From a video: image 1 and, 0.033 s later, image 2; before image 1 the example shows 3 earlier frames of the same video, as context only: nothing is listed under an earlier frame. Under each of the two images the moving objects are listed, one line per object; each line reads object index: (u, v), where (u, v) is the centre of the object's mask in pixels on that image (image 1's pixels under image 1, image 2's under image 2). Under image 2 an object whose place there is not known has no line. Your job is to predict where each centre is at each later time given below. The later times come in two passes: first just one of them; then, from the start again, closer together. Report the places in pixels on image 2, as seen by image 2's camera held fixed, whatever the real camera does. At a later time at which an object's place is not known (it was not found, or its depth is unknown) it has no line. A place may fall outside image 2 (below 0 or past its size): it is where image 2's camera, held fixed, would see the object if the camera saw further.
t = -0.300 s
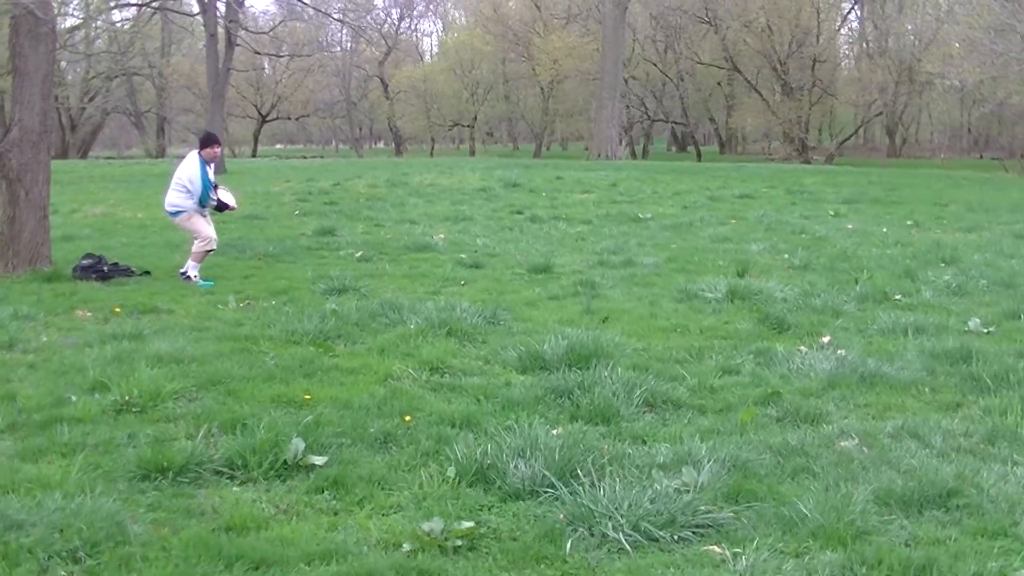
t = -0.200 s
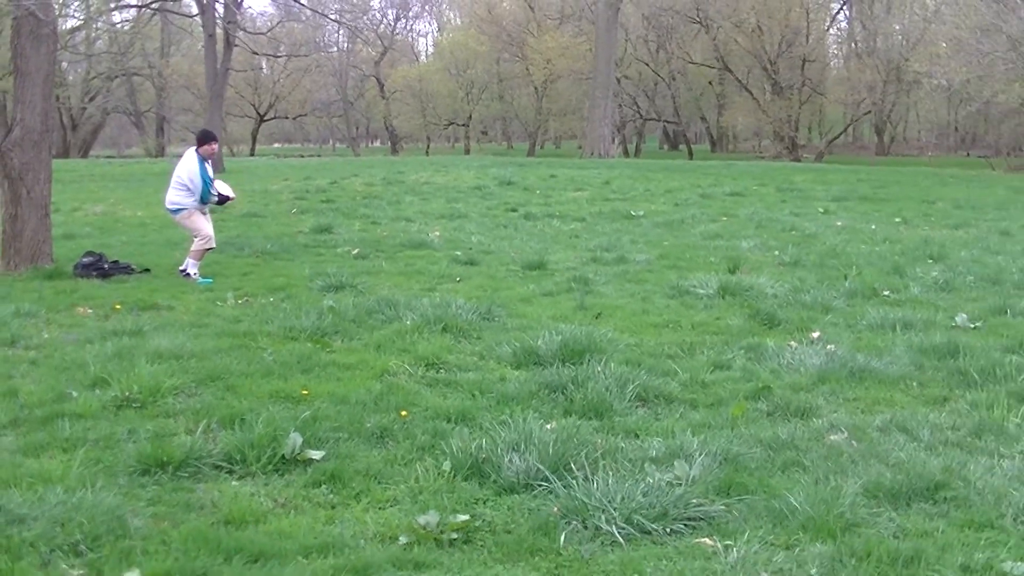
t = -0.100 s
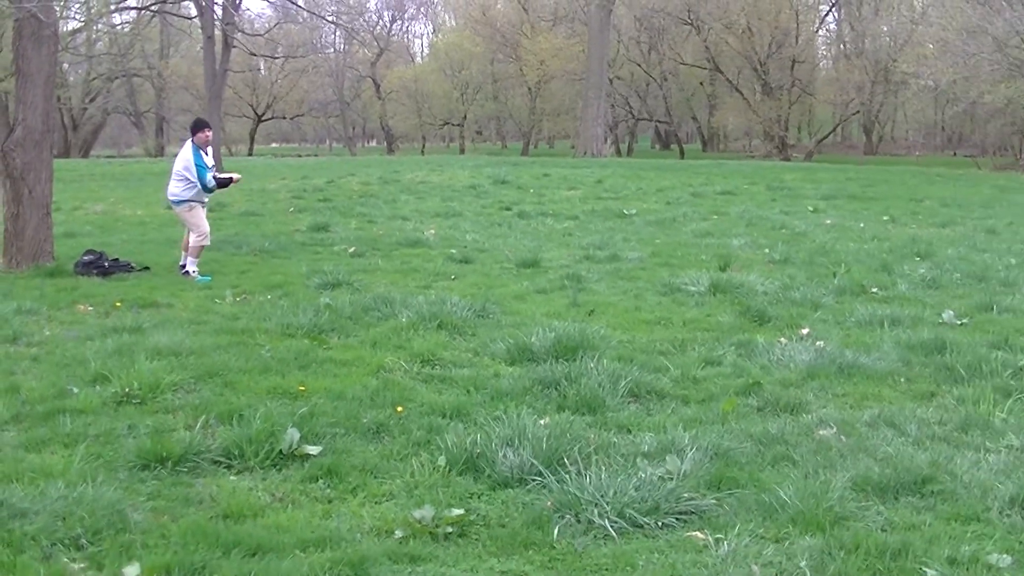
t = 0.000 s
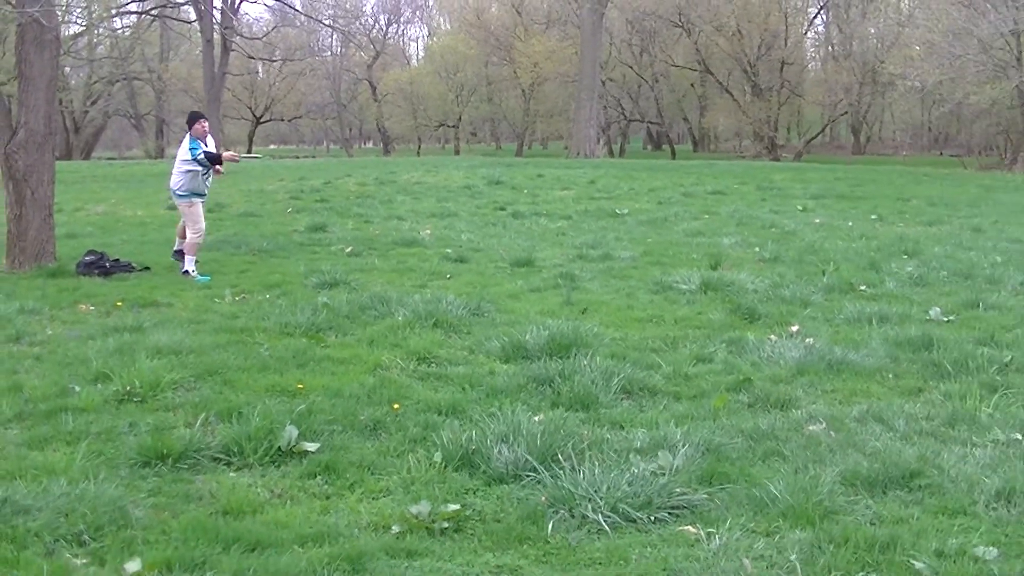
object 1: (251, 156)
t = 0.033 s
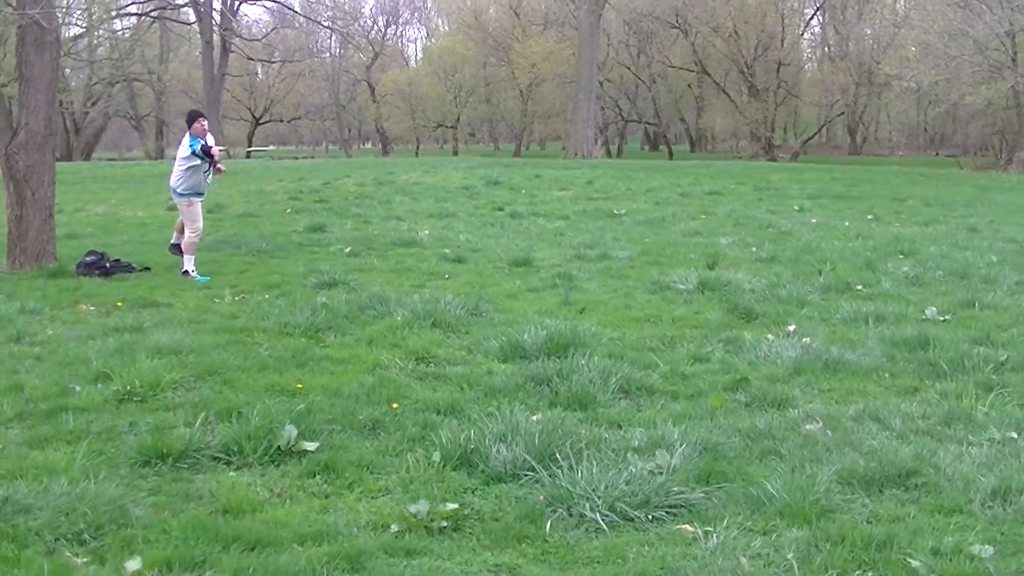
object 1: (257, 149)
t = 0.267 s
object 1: (312, 127)
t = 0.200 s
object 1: (295, 129)
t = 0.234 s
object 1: (304, 127)
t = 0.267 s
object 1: (312, 127)
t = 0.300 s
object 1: (322, 128)
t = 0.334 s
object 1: (331, 130)
